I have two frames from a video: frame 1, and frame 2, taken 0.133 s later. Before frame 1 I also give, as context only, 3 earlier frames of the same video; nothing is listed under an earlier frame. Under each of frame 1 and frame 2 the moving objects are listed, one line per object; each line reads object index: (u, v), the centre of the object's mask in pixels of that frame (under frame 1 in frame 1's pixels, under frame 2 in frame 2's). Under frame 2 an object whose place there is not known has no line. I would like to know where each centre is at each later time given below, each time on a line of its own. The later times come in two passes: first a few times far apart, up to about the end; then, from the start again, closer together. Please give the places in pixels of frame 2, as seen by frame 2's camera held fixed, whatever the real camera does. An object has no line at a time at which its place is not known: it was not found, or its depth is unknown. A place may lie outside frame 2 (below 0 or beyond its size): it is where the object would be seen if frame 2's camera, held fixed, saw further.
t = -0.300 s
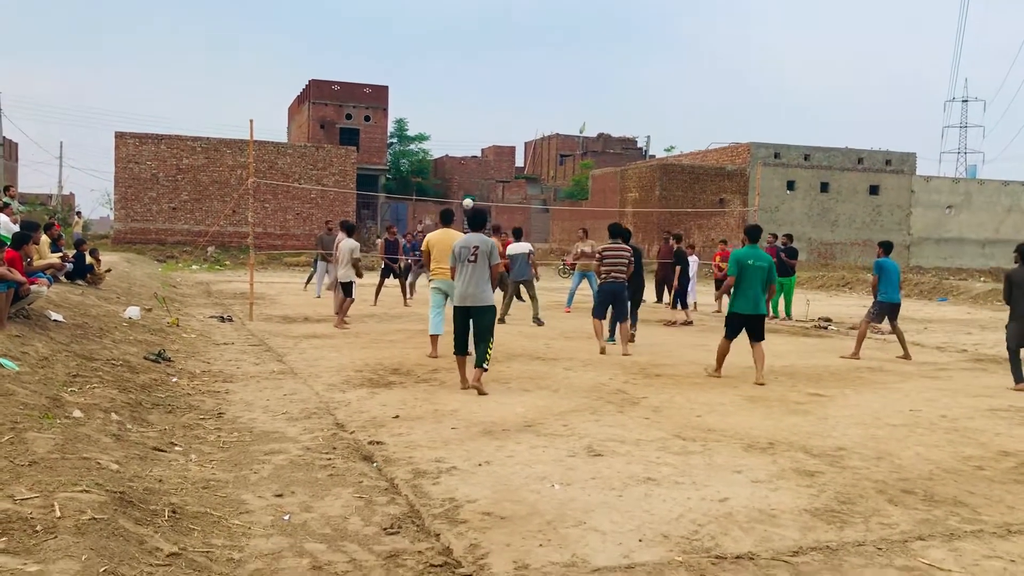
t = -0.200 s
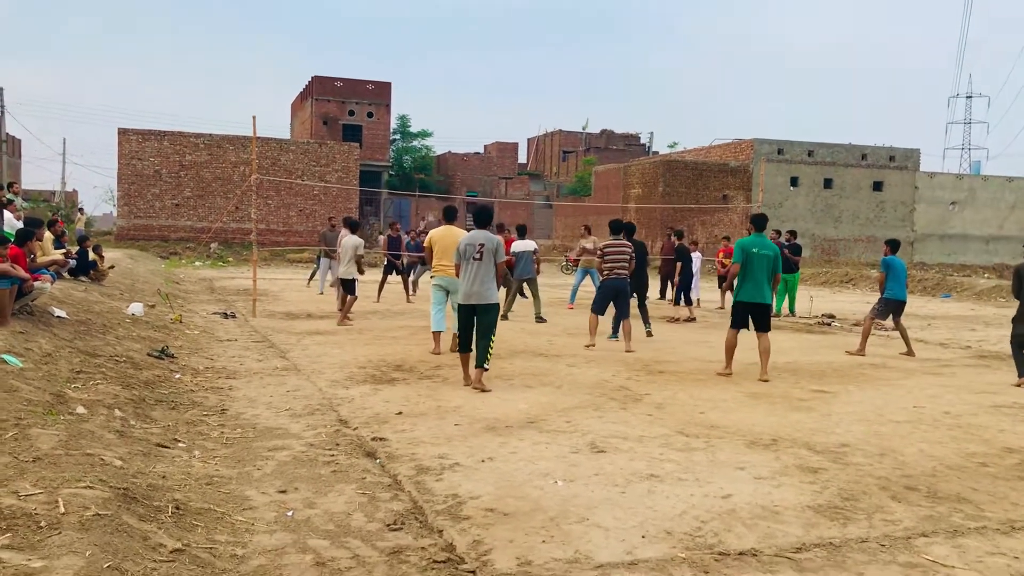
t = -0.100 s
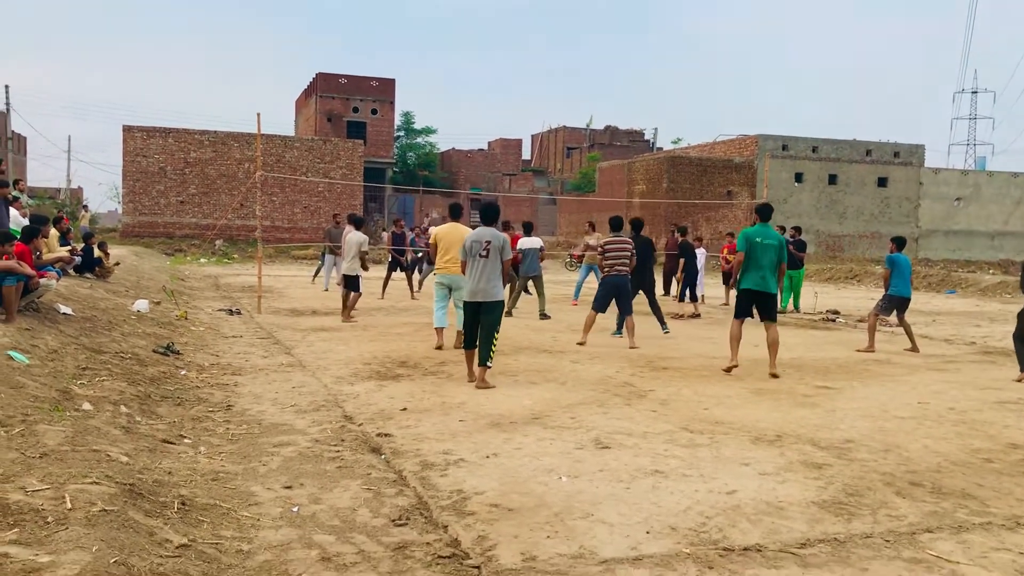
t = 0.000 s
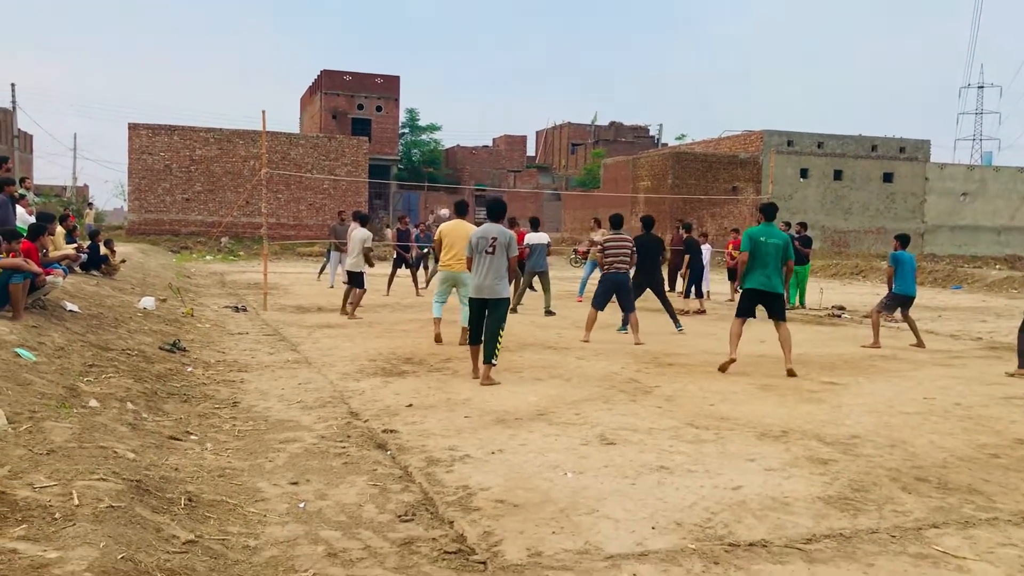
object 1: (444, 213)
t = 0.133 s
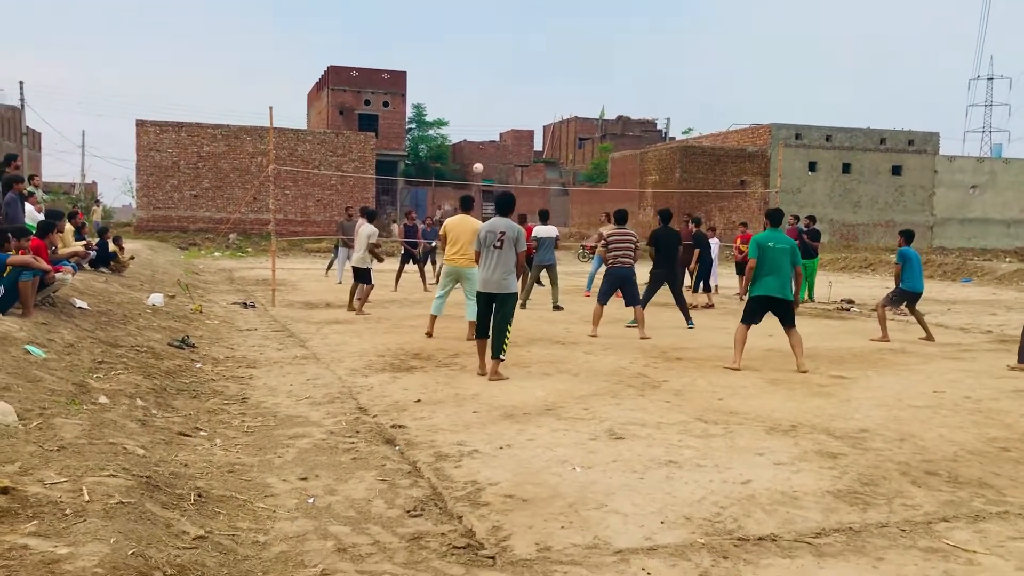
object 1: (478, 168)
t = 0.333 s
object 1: (521, 115)
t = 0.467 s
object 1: (555, 88)
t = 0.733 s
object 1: (630, 53)
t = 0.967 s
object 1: (702, 54)
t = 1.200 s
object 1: (784, 97)
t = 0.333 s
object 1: (521, 115)
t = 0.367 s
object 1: (529, 107)
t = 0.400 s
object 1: (538, 100)
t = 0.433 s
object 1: (546, 94)
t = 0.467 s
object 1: (555, 88)
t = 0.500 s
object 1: (564, 82)
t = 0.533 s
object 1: (573, 76)
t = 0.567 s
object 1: (582, 71)
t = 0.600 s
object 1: (591, 66)
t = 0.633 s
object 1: (601, 62)
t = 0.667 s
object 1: (610, 58)
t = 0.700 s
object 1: (620, 55)
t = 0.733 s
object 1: (630, 53)
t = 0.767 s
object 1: (639, 51)
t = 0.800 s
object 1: (649, 50)
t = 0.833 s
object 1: (659, 49)
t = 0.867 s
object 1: (670, 49)
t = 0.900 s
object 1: (680, 50)
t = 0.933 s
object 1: (691, 52)
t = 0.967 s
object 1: (702, 54)
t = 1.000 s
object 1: (713, 58)
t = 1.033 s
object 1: (724, 62)
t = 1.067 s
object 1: (736, 67)
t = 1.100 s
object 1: (748, 73)
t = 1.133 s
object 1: (760, 80)
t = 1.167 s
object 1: (772, 88)
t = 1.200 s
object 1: (784, 97)
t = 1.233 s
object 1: (797, 107)
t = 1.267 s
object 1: (809, 118)
